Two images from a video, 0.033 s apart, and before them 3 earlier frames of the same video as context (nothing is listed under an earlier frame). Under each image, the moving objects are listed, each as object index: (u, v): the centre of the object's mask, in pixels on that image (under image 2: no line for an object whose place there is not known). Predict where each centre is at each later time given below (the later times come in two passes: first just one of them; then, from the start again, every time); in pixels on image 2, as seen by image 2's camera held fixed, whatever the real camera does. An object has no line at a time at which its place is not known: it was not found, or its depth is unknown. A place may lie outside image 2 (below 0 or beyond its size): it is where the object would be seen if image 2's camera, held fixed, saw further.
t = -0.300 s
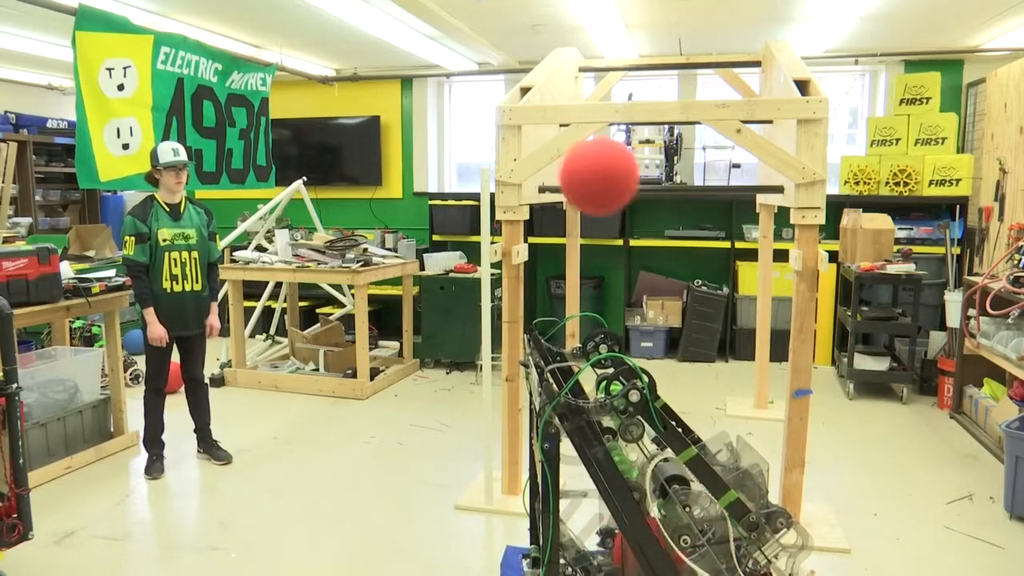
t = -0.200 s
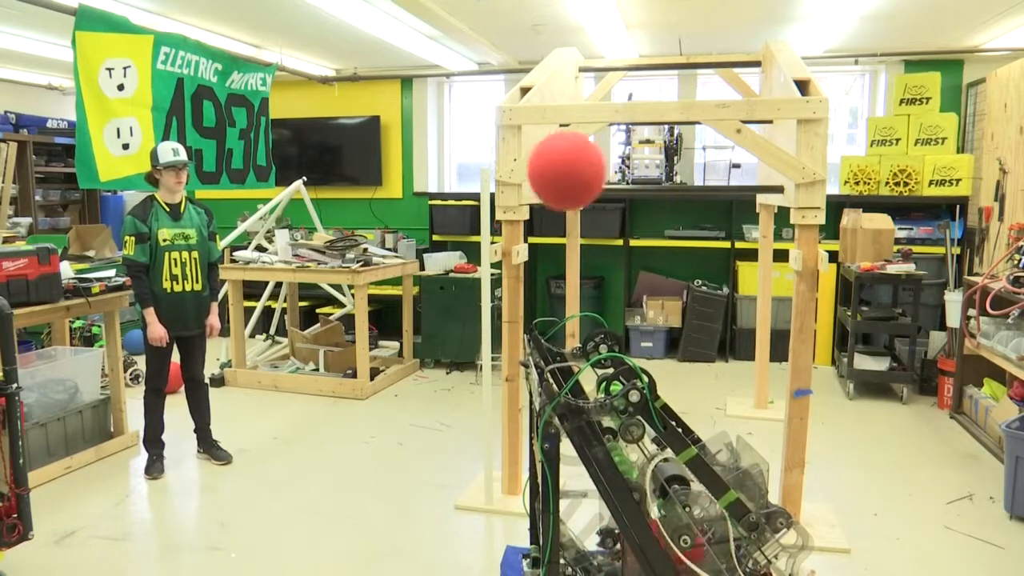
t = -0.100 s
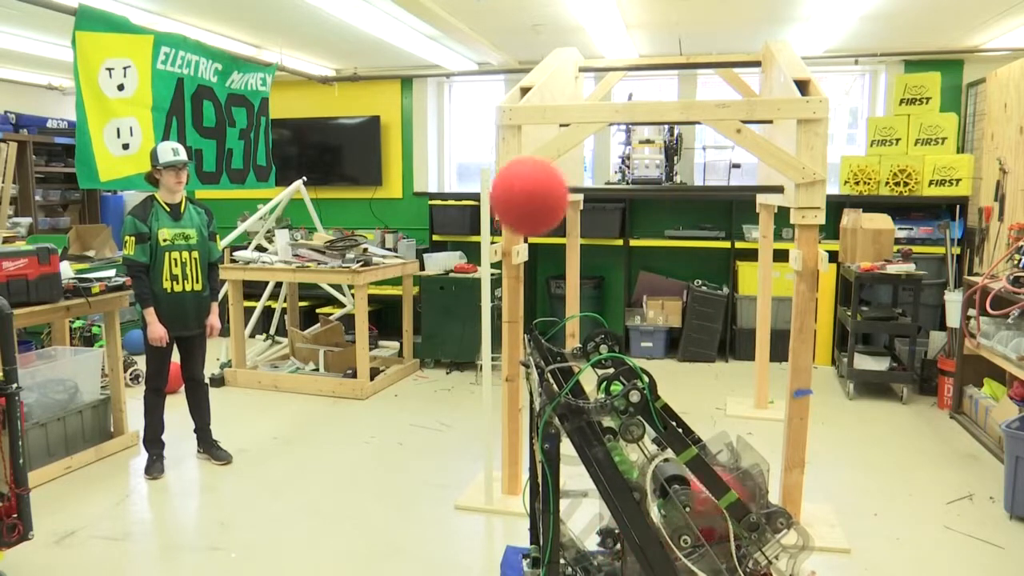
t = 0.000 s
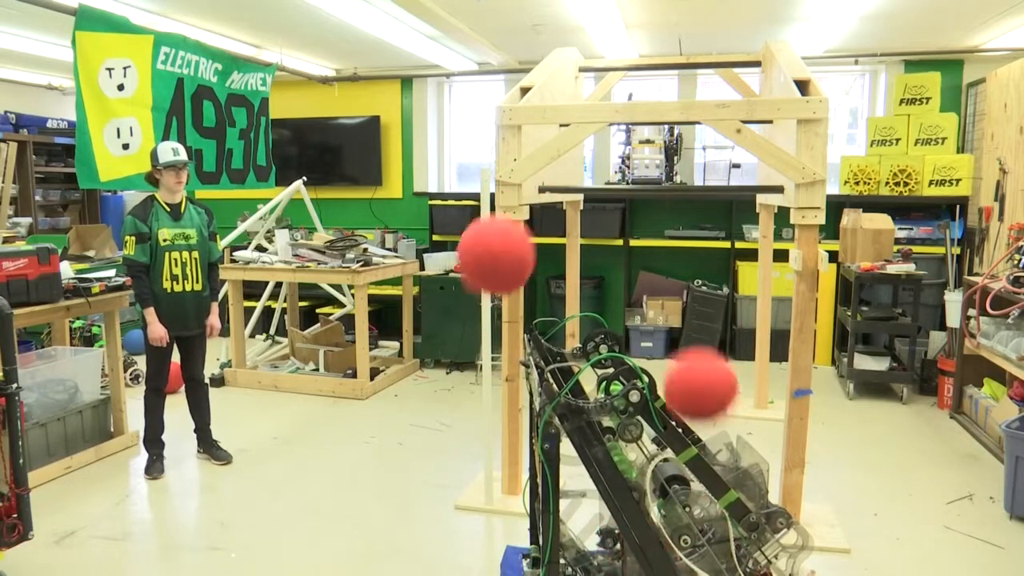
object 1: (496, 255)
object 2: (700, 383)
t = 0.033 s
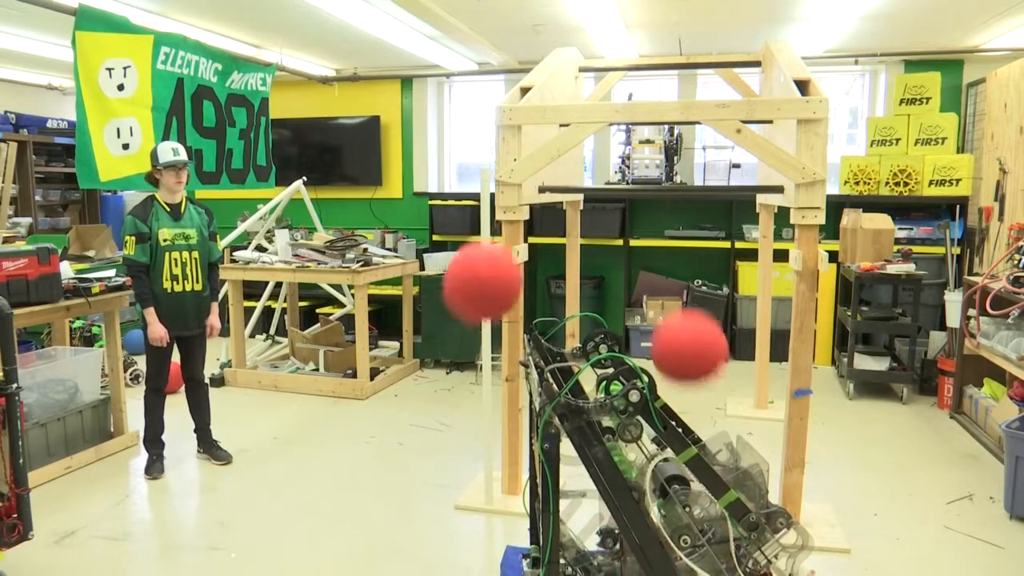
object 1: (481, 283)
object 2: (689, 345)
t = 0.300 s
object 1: (397, 565)
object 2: (590, 145)
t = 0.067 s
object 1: (469, 311)
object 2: (678, 313)
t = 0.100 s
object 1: (460, 339)
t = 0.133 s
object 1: (451, 374)
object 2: (652, 248)
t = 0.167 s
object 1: (440, 414)
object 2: (640, 222)
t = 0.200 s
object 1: (427, 456)
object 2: (628, 199)
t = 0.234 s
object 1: (415, 498)
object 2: (617, 179)
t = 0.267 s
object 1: (405, 542)
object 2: (603, 160)
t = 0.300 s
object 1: (397, 565)
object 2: (590, 145)
